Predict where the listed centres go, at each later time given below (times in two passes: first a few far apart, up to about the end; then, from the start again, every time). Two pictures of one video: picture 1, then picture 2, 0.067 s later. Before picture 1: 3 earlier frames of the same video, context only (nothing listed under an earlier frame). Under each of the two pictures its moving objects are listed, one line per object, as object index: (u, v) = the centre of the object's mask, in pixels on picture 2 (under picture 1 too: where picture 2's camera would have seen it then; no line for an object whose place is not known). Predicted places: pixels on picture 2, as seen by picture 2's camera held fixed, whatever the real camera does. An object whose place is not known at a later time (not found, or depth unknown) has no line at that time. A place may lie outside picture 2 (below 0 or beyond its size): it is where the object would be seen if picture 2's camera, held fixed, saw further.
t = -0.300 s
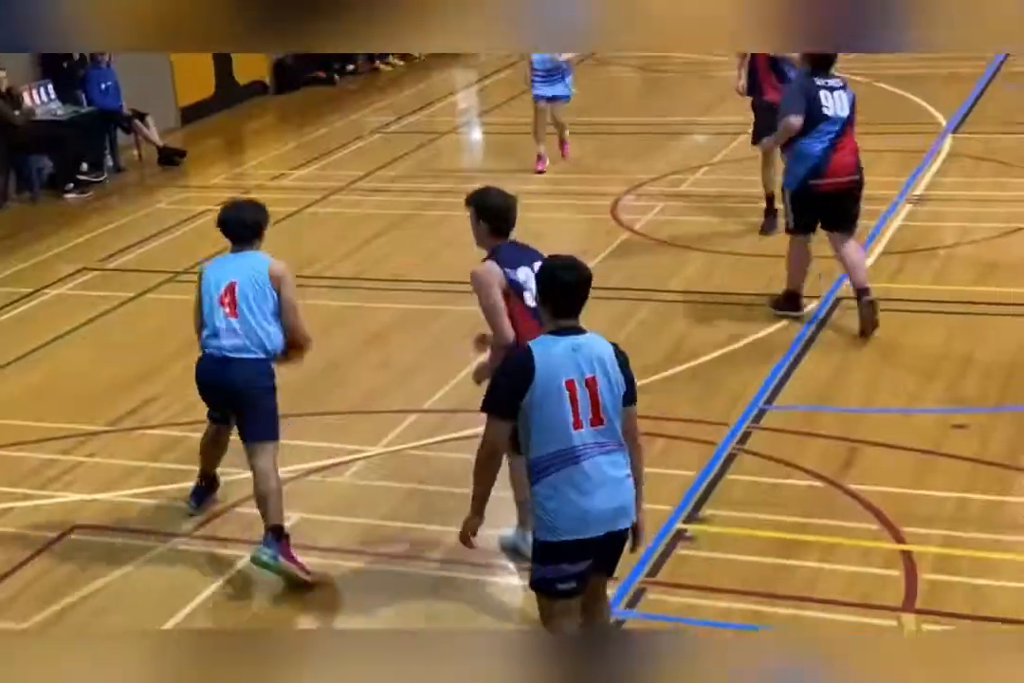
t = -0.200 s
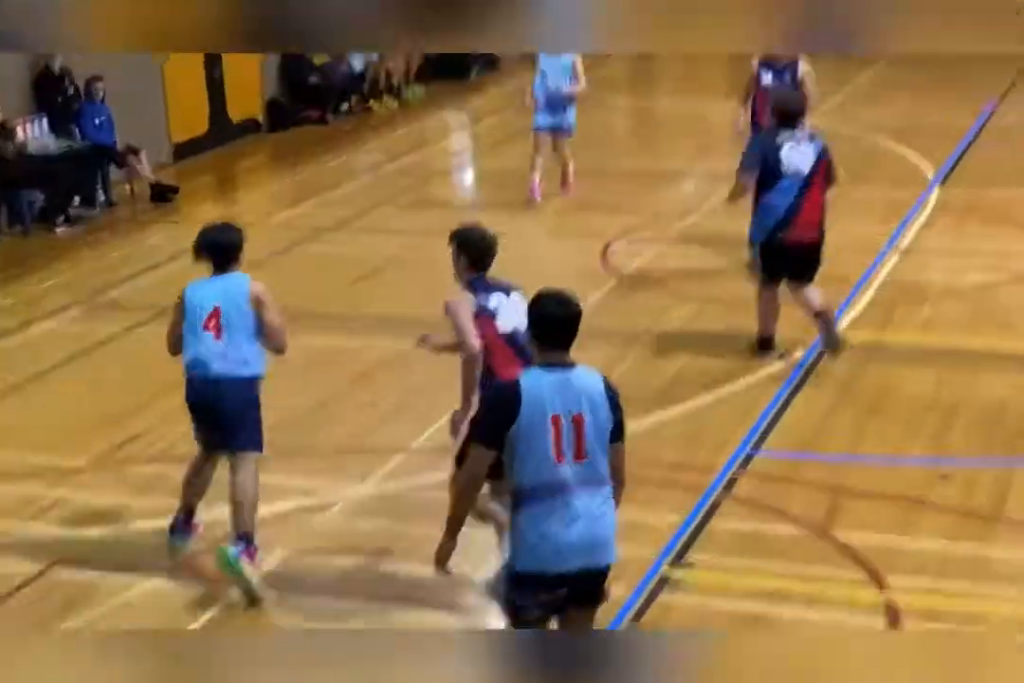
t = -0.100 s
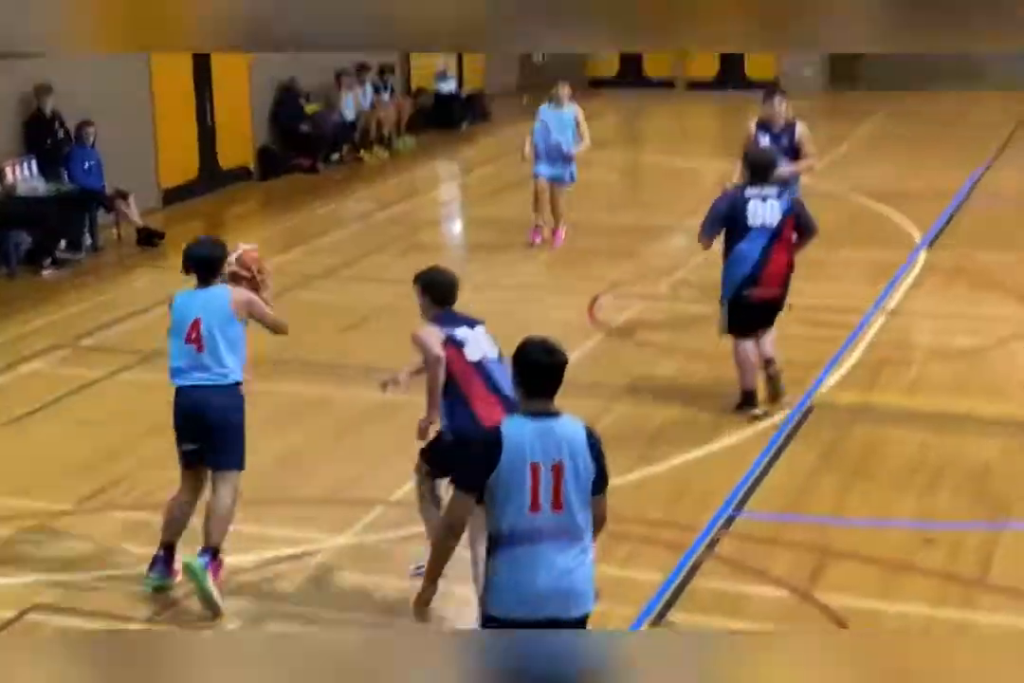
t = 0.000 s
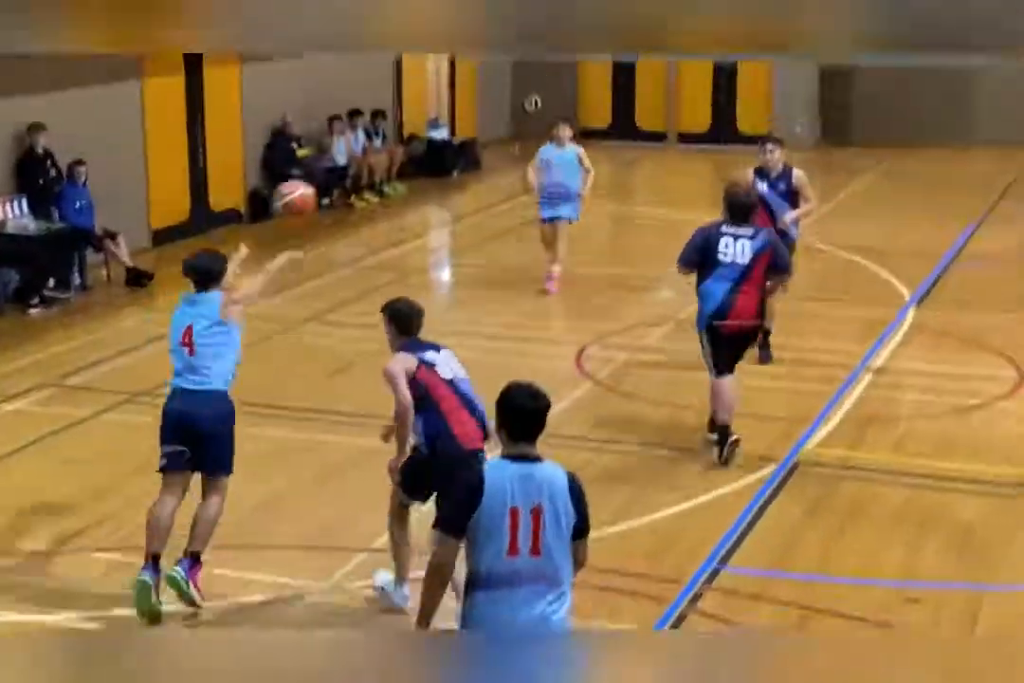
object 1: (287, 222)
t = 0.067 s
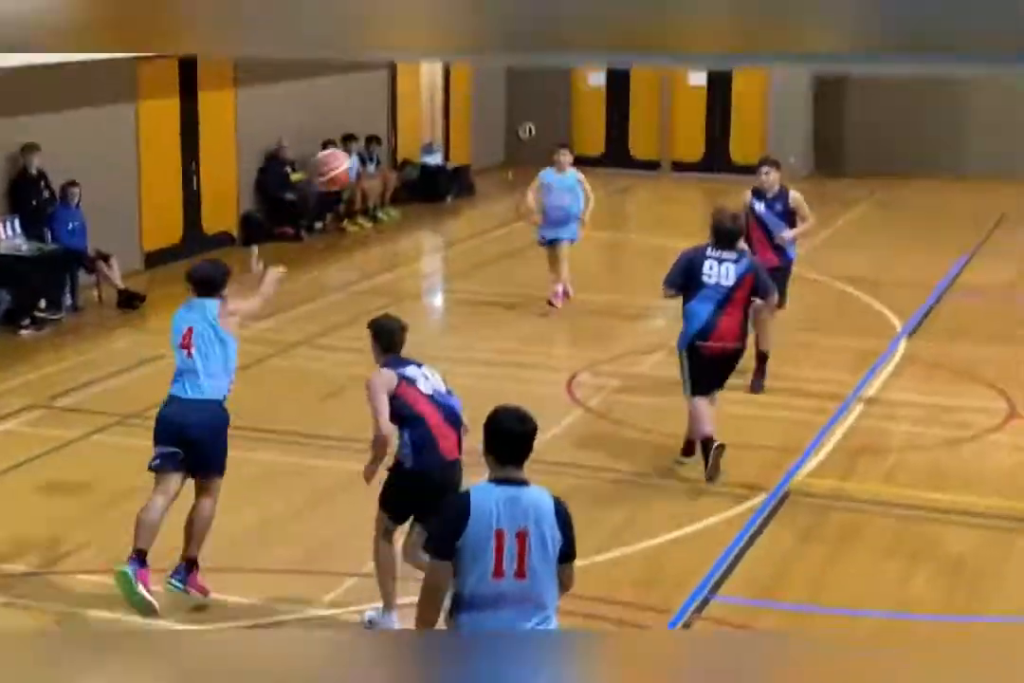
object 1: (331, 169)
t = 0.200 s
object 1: (407, 94)
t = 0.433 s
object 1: (506, 46)
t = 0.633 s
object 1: (565, 61)
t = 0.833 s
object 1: (615, 112)
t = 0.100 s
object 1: (352, 145)
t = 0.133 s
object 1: (373, 127)
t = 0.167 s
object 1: (390, 108)
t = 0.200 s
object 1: (407, 94)
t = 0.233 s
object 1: (421, 83)
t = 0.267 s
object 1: (439, 72)
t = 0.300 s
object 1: (455, 63)
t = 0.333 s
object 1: (470, 56)
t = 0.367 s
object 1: (485, 52)
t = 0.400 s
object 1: (495, 48)
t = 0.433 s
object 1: (506, 46)
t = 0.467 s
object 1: (517, 46)
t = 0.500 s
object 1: (528, 45)
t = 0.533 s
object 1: (537, 47)
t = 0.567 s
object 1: (547, 50)
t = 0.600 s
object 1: (557, 55)
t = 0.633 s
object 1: (565, 61)
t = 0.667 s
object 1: (573, 65)
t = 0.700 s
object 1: (584, 72)
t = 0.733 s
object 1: (588, 82)
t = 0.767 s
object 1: (600, 91)
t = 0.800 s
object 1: (607, 101)
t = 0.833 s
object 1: (615, 112)
